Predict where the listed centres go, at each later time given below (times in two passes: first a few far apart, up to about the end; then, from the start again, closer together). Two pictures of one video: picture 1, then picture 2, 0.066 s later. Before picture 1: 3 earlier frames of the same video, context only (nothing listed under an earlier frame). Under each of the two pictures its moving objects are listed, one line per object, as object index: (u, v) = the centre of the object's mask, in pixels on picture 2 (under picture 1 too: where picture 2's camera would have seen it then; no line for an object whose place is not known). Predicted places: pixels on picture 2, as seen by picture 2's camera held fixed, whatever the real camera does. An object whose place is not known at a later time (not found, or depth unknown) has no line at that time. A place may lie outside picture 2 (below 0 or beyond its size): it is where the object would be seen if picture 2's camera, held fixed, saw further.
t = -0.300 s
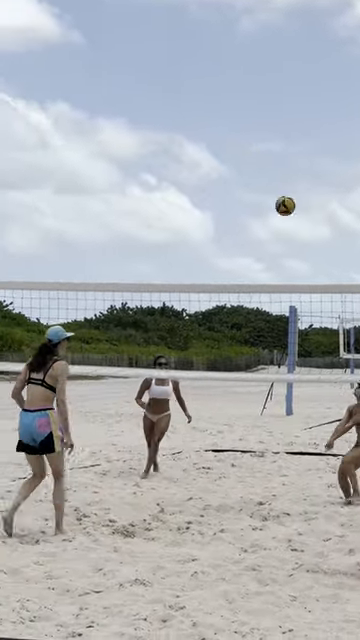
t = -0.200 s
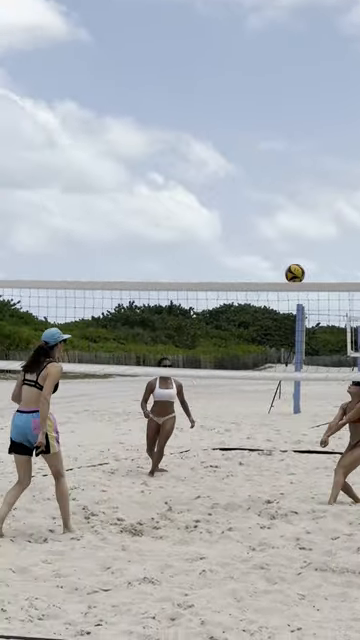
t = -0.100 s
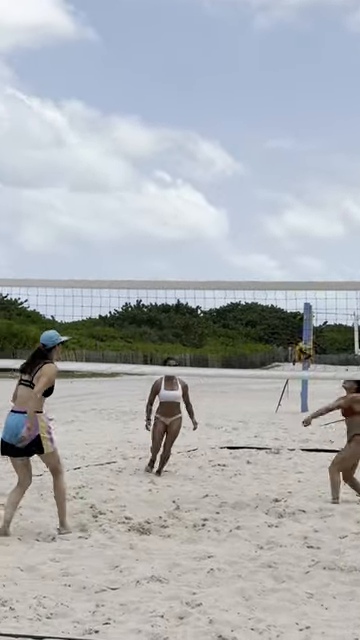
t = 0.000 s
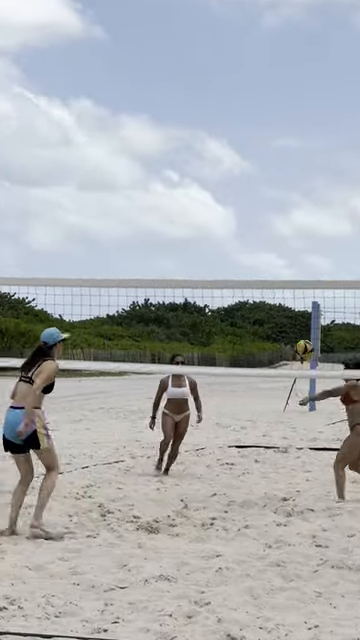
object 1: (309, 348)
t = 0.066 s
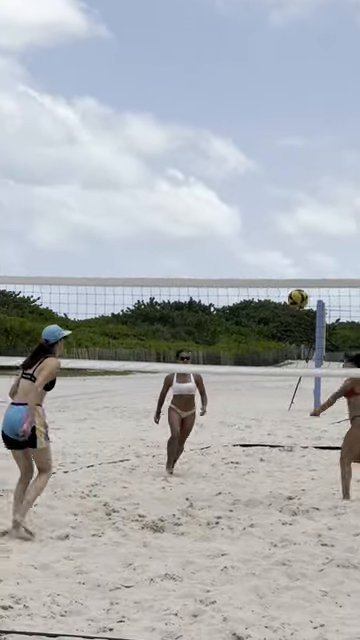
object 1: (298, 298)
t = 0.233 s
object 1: (271, 196)
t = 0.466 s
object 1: (236, 96)
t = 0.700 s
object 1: (205, 50)
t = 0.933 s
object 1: (175, 53)
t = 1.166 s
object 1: (147, 102)
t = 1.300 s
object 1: (130, 150)
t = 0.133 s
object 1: (286, 254)
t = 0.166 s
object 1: (281, 234)
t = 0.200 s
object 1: (276, 214)
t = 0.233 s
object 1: (271, 196)
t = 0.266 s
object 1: (266, 178)
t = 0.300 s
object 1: (260, 162)
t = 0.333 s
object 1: (255, 147)
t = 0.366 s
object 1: (250, 133)
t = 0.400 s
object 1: (245, 120)
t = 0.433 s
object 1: (241, 107)
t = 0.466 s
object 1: (236, 96)
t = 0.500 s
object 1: (232, 87)
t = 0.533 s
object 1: (227, 78)
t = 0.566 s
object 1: (223, 70)
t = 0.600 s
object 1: (218, 64)
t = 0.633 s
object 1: (213, 57)
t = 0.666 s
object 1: (209, 53)
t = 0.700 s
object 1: (205, 50)
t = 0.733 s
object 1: (200, 47)
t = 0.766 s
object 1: (196, 45)
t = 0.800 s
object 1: (192, 45)
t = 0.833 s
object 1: (187, 46)
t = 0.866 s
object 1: (183, 47)
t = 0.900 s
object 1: (179, 49)
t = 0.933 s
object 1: (175, 53)
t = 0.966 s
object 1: (171, 57)
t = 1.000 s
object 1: (167, 62)
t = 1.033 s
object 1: (163, 68)
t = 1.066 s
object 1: (159, 75)
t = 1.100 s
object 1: (155, 83)
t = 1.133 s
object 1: (151, 92)
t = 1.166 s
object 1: (147, 102)
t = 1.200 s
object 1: (143, 112)
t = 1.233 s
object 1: (139, 124)
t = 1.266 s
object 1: (135, 137)
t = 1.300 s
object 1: (130, 150)
